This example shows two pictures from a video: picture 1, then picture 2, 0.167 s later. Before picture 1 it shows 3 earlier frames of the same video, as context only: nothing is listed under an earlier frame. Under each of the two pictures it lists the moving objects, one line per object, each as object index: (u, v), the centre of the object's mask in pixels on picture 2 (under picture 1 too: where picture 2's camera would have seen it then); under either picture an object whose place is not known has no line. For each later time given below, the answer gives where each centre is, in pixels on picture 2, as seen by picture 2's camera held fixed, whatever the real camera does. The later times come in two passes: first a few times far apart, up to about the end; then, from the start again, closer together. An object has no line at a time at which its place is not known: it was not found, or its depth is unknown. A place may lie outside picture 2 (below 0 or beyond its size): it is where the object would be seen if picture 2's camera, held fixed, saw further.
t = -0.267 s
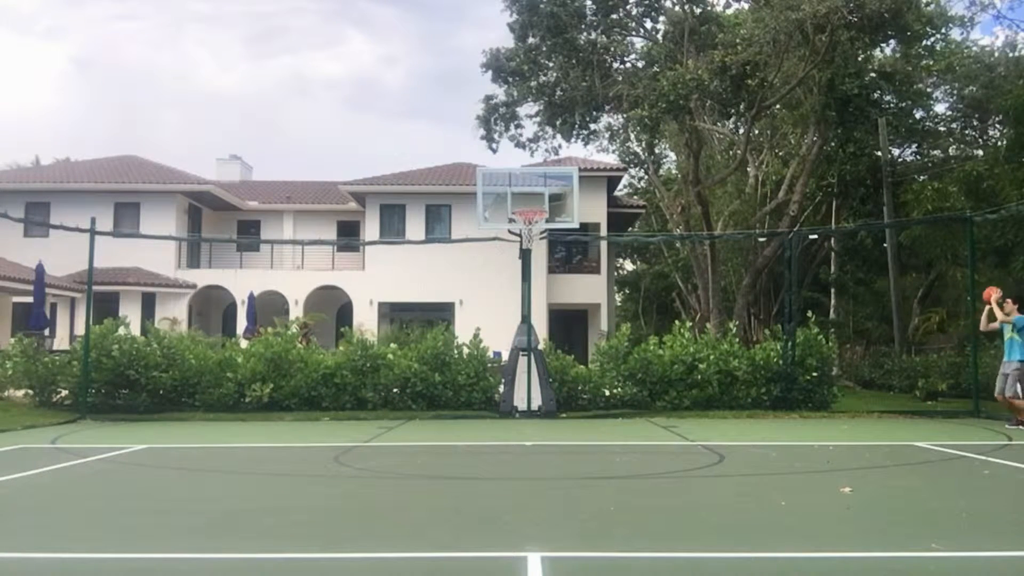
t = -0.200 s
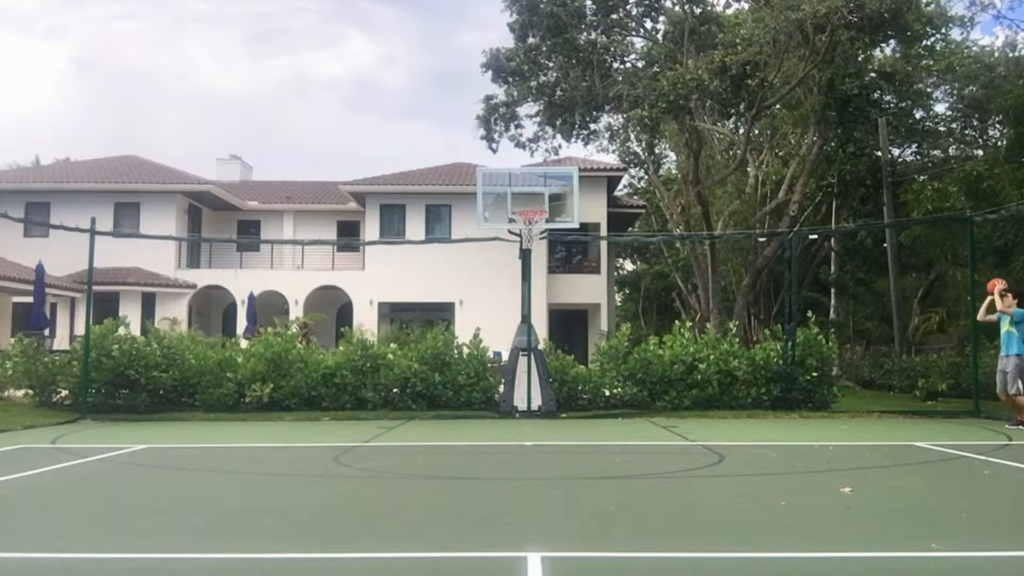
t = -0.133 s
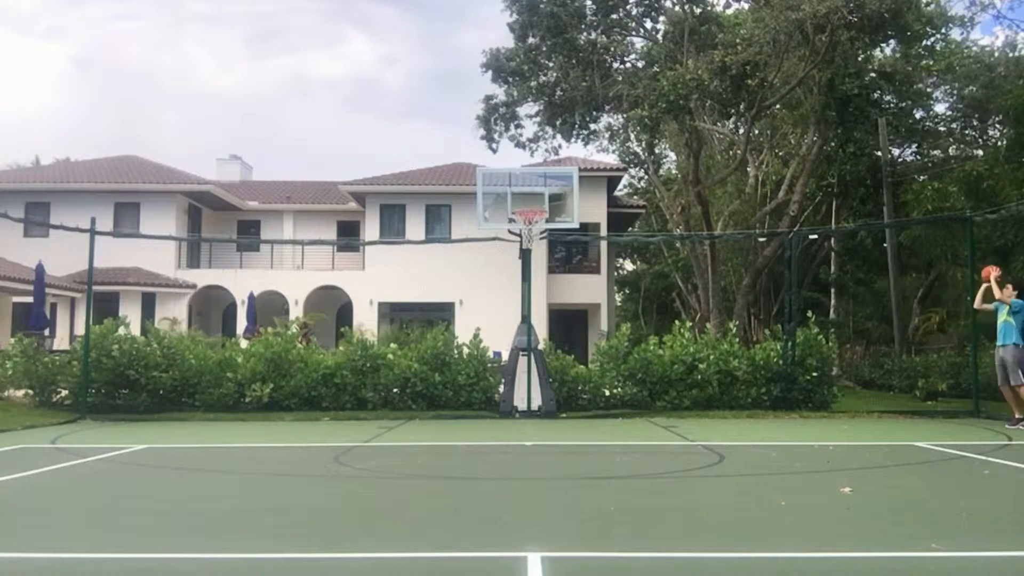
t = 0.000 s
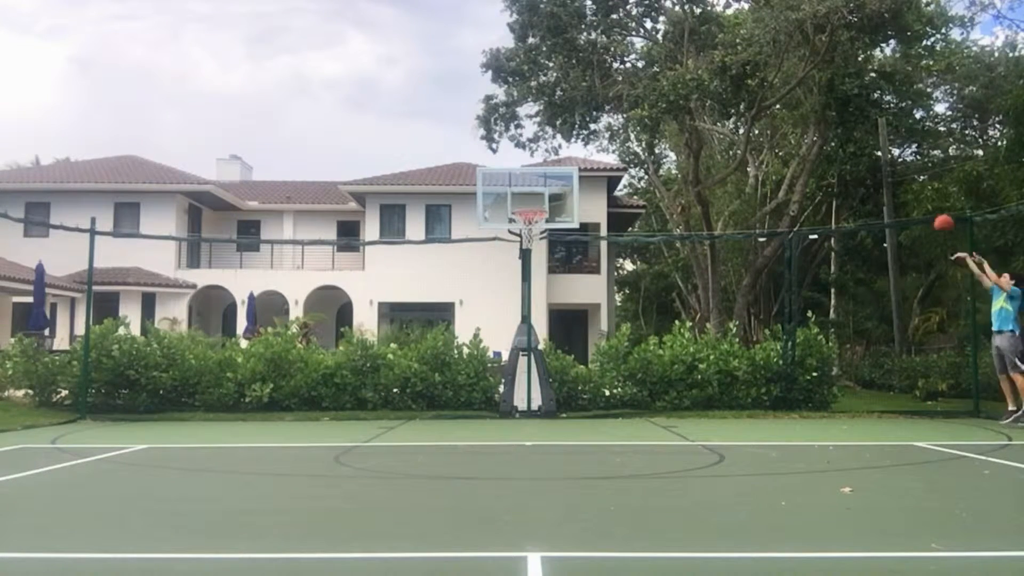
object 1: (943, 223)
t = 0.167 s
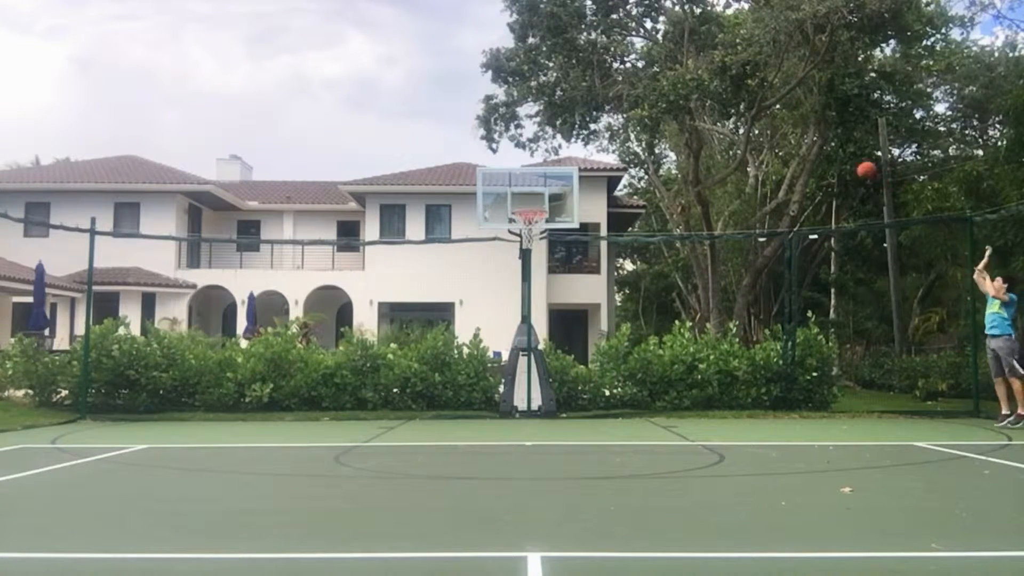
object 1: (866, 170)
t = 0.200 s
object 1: (851, 162)
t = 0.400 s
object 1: (765, 132)
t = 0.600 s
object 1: (685, 129)
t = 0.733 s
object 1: (635, 144)
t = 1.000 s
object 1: (538, 202)
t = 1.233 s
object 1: (525, 261)
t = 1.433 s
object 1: (532, 327)
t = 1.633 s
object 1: (537, 415)
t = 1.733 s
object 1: (550, 379)
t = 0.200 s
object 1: (851, 162)
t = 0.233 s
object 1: (836, 154)
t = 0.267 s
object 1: (822, 147)
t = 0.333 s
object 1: (793, 138)
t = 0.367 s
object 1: (779, 135)
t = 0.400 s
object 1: (765, 132)
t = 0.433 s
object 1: (751, 129)
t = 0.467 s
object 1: (738, 128)
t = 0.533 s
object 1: (711, 128)
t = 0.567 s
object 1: (698, 128)
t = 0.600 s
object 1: (685, 129)
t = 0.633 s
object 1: (673, 132)
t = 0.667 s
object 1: (659, 136)
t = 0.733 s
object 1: (635, 144)
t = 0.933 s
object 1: (561, 184)
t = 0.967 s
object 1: (549, 193)
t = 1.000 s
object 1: (538, 202)
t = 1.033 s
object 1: (526, 215)
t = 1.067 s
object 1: (523, 220)
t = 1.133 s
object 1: (522, 238)
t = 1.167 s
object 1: (524, 245)
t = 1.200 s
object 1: (525, 252)
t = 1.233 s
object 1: (525, 261)
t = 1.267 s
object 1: (527, 269)
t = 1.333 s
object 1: (529, 290)
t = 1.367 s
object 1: (530, 302)
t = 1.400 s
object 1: (531, 315)
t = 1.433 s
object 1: (532, 327)
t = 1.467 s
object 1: (532, 341)
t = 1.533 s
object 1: (535, 372)
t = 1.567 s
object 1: (535, 388)
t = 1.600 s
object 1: (536, 406)
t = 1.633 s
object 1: (537, 415)
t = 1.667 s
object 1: (541, 402)
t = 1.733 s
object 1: (550, 379)
